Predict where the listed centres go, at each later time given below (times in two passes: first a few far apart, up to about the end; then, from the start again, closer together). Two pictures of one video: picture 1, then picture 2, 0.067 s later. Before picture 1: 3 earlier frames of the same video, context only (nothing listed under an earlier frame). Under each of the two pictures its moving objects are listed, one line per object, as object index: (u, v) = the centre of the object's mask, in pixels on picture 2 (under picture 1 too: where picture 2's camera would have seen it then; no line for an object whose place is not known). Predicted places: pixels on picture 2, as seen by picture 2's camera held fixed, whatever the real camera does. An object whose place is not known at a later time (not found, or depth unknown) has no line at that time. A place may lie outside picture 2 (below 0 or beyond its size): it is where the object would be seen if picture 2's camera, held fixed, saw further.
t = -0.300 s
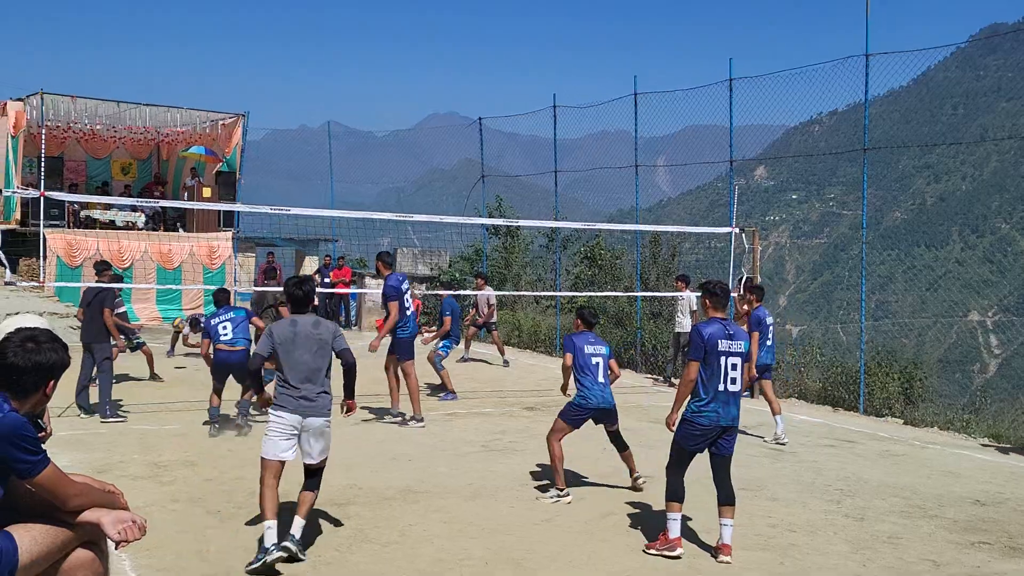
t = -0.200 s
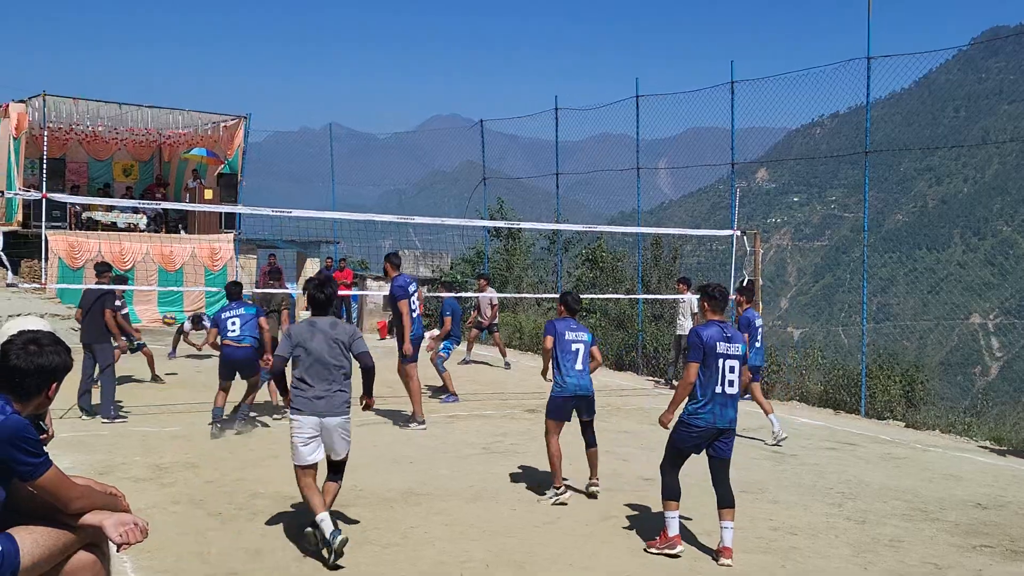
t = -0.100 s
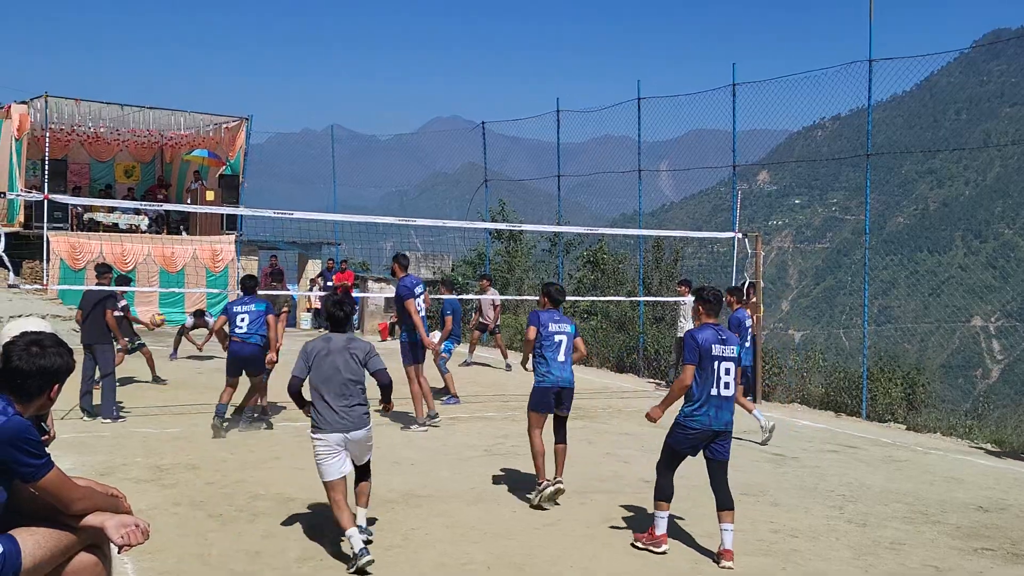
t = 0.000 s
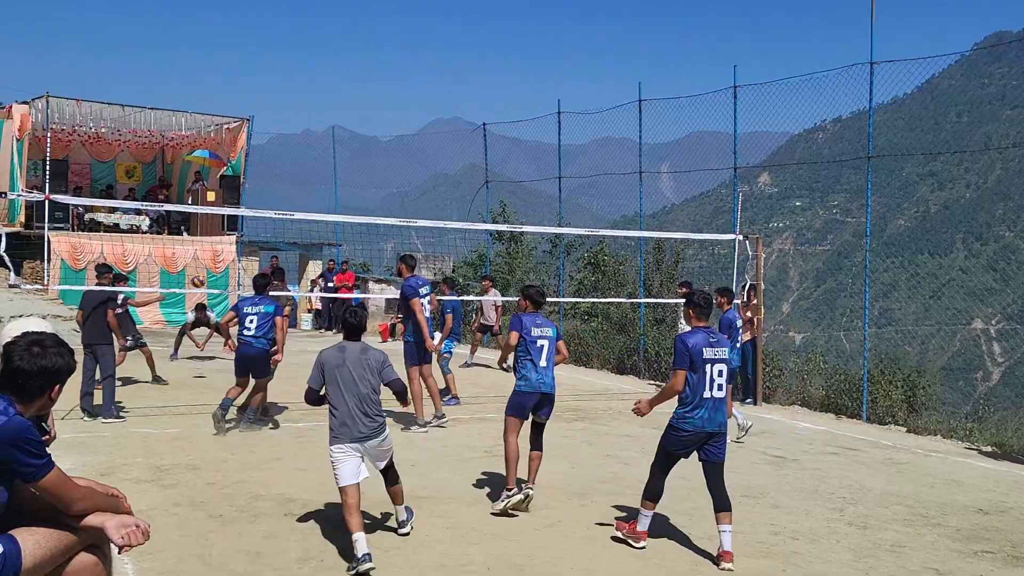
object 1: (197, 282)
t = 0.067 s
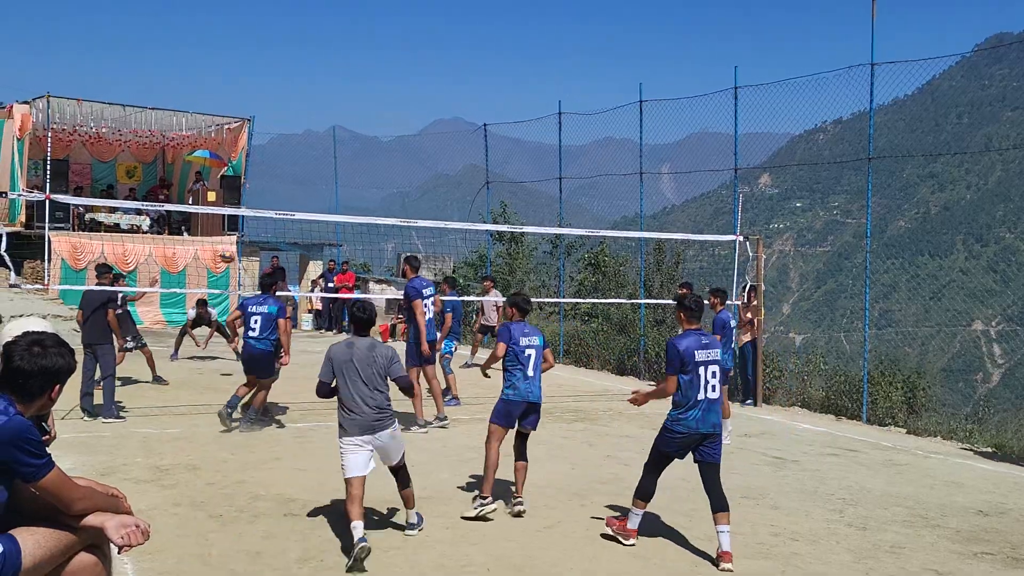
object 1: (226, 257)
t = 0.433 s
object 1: (370, 184)
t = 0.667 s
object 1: (450, 187)
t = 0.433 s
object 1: (370, 184)
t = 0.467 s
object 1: (382, 183)
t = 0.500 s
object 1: (394, 182)
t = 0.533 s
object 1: (405, 181)
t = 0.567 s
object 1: (417, 182)
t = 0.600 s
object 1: (428, 183)
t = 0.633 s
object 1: (439, 185)
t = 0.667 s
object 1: (450, 187)
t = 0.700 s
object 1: (461, 190)
